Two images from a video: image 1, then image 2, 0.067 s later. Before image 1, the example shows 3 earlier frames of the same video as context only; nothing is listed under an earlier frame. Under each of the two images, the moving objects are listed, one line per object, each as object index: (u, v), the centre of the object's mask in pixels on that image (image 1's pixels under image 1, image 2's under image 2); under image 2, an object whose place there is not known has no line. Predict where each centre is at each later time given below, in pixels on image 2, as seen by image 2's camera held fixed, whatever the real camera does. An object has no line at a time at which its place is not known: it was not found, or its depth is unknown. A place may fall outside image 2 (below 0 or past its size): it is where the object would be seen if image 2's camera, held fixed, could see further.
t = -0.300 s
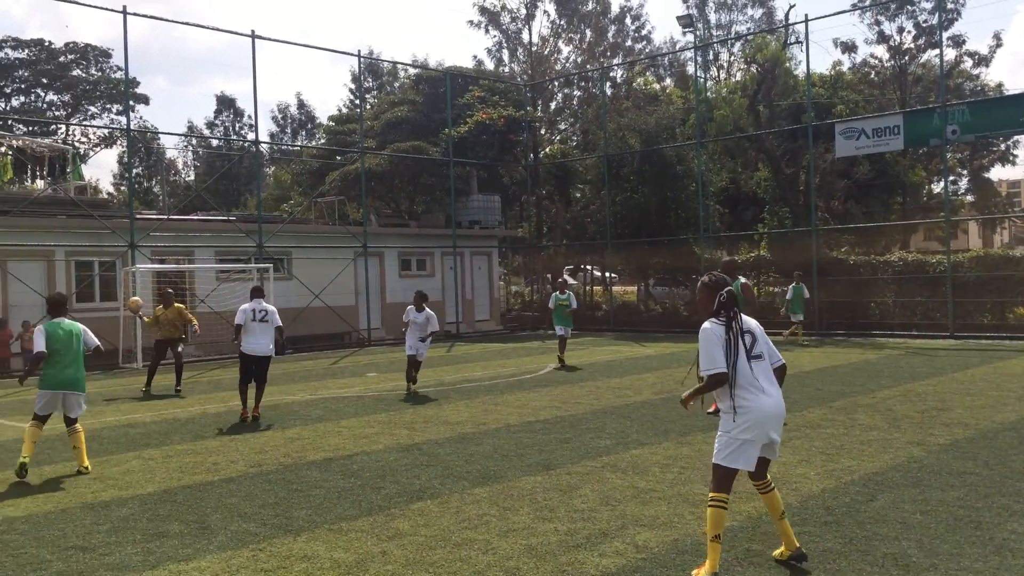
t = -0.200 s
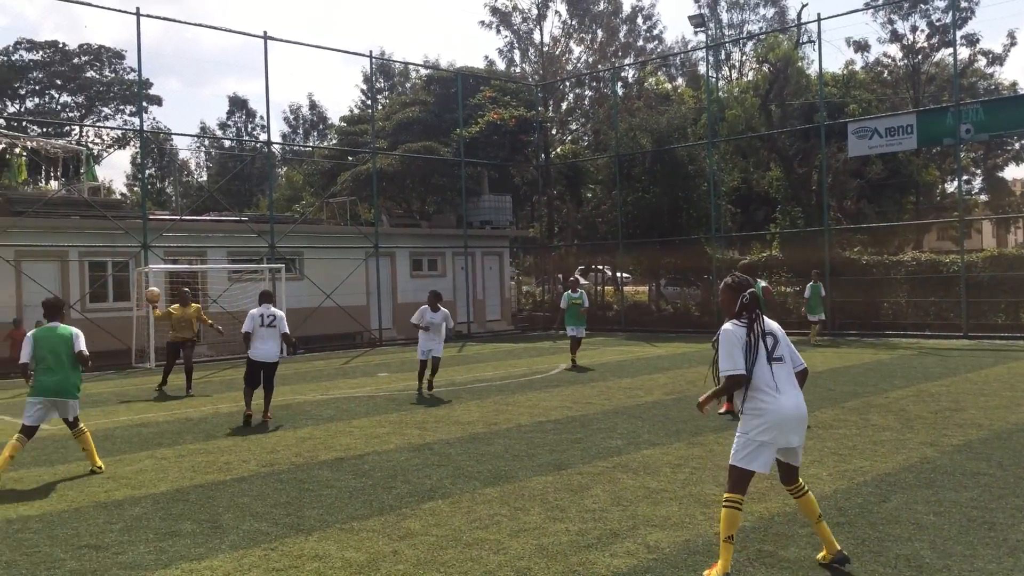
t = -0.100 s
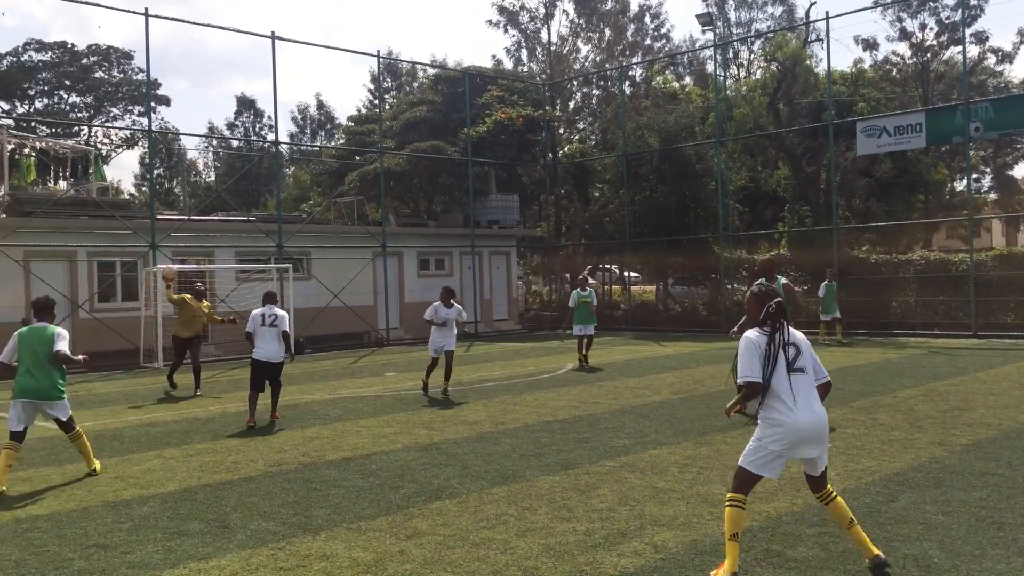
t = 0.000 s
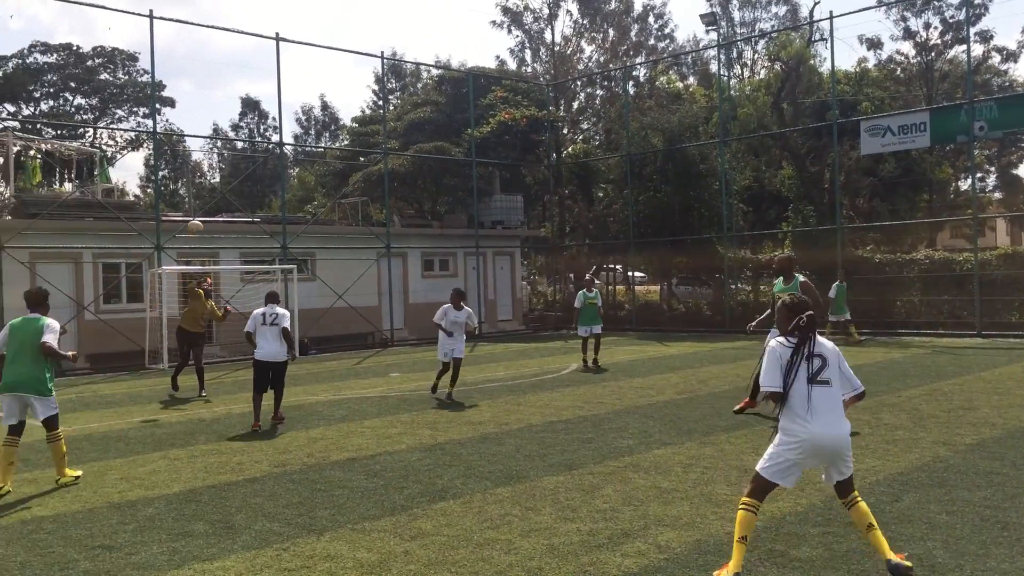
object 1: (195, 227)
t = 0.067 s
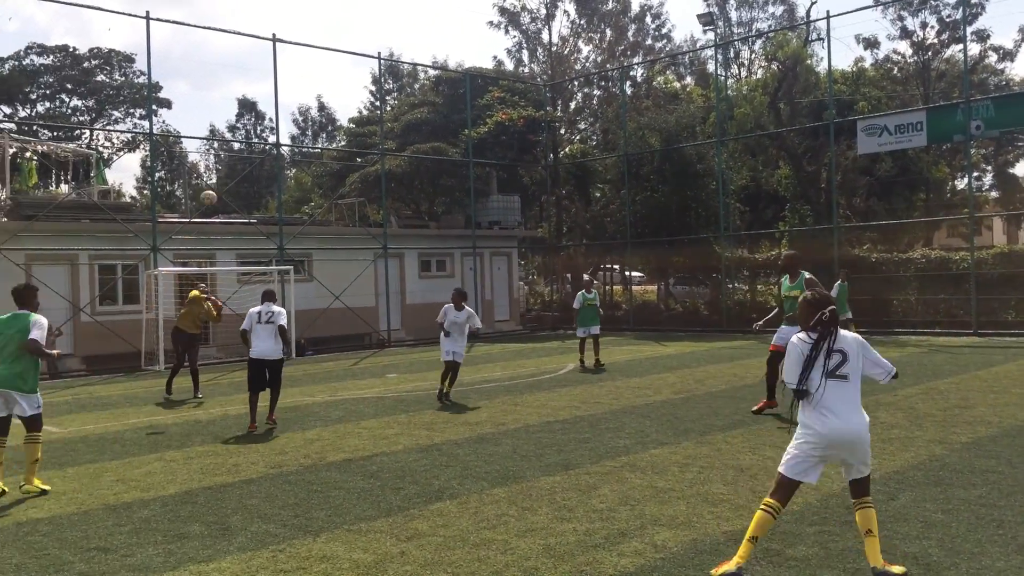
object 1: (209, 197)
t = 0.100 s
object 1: (217, 182)
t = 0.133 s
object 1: (225, 168)
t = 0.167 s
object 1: (235, 153)
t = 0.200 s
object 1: (244, 138)
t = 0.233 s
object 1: (254, 125)
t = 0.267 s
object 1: (263, 112)
